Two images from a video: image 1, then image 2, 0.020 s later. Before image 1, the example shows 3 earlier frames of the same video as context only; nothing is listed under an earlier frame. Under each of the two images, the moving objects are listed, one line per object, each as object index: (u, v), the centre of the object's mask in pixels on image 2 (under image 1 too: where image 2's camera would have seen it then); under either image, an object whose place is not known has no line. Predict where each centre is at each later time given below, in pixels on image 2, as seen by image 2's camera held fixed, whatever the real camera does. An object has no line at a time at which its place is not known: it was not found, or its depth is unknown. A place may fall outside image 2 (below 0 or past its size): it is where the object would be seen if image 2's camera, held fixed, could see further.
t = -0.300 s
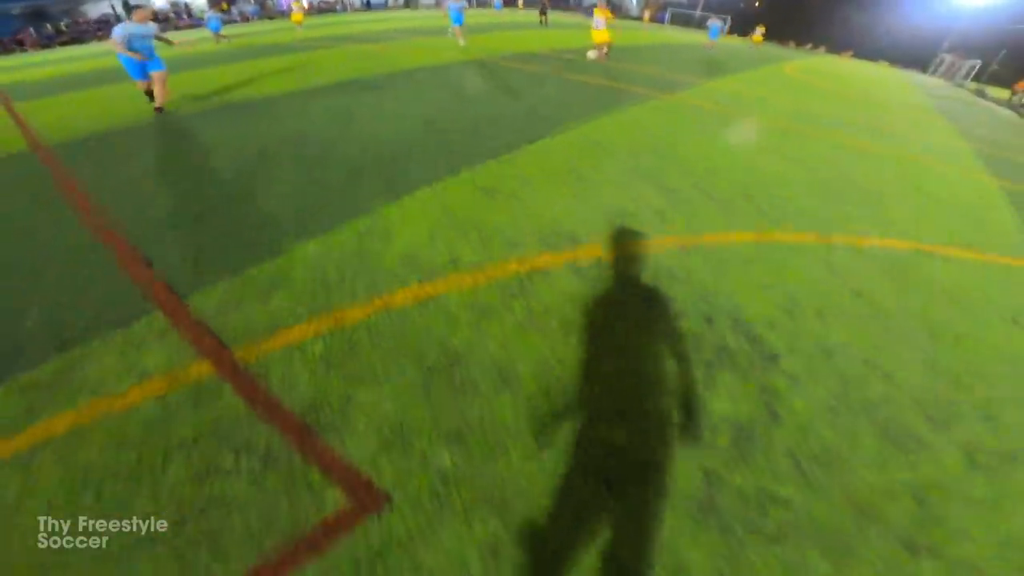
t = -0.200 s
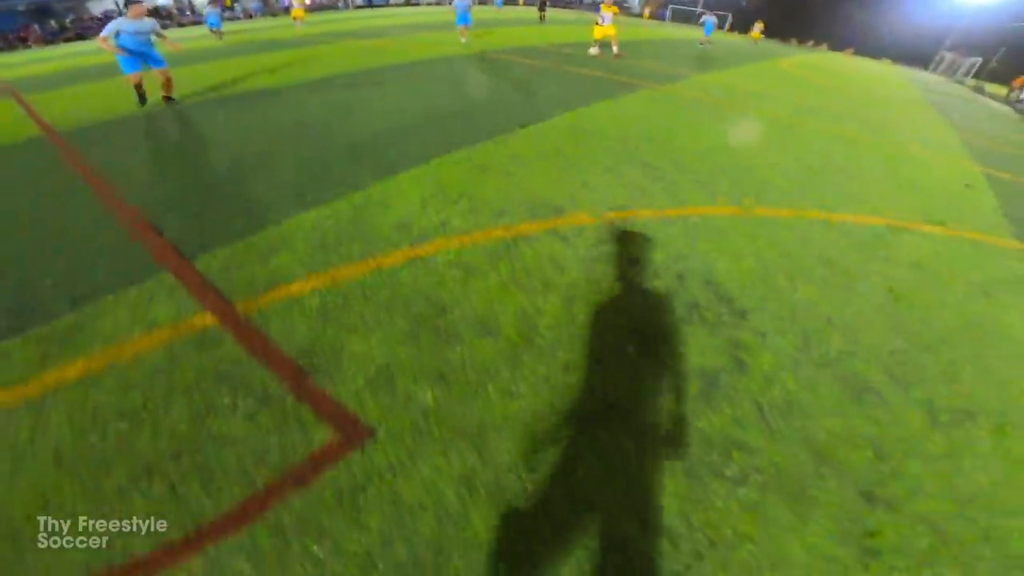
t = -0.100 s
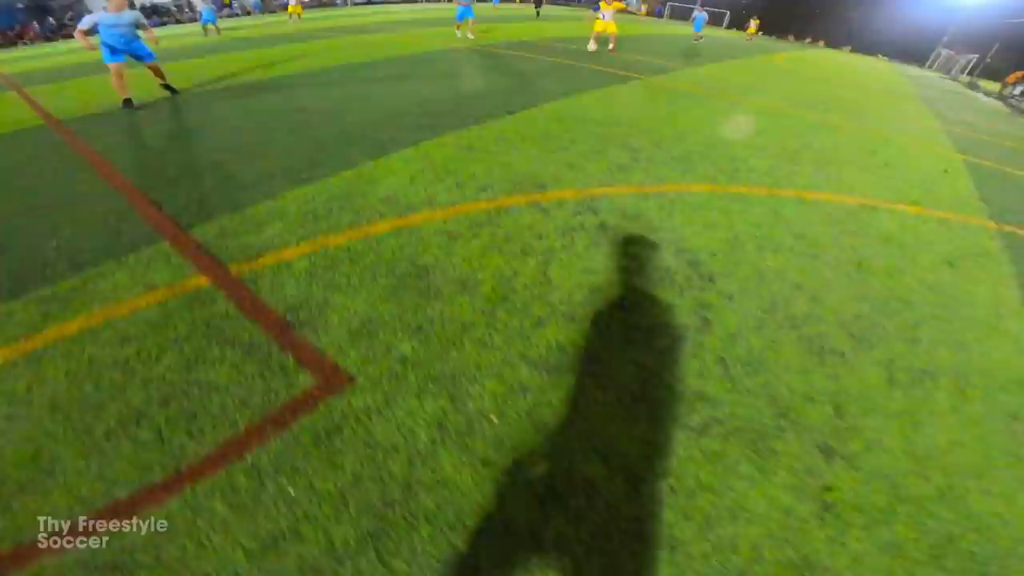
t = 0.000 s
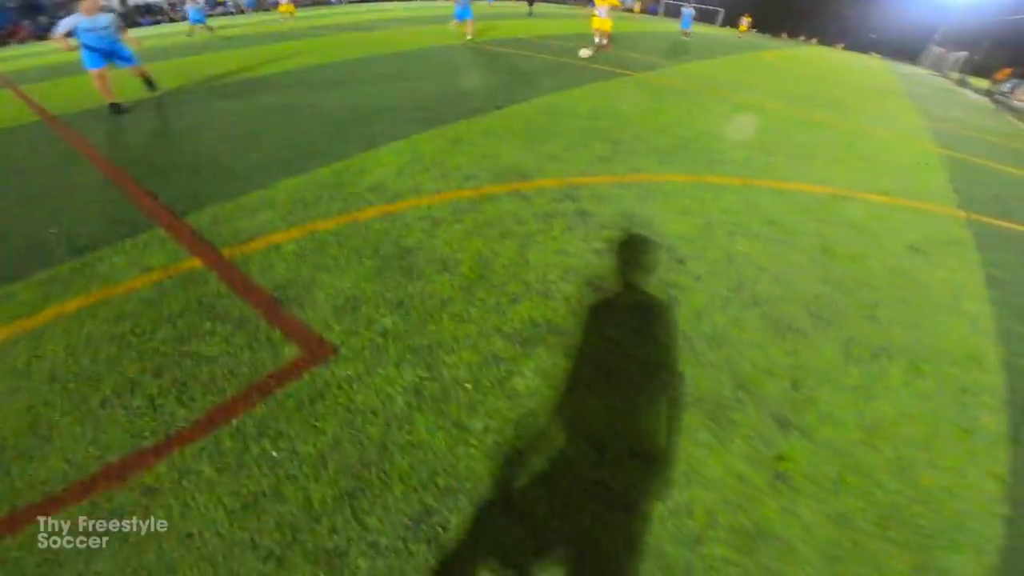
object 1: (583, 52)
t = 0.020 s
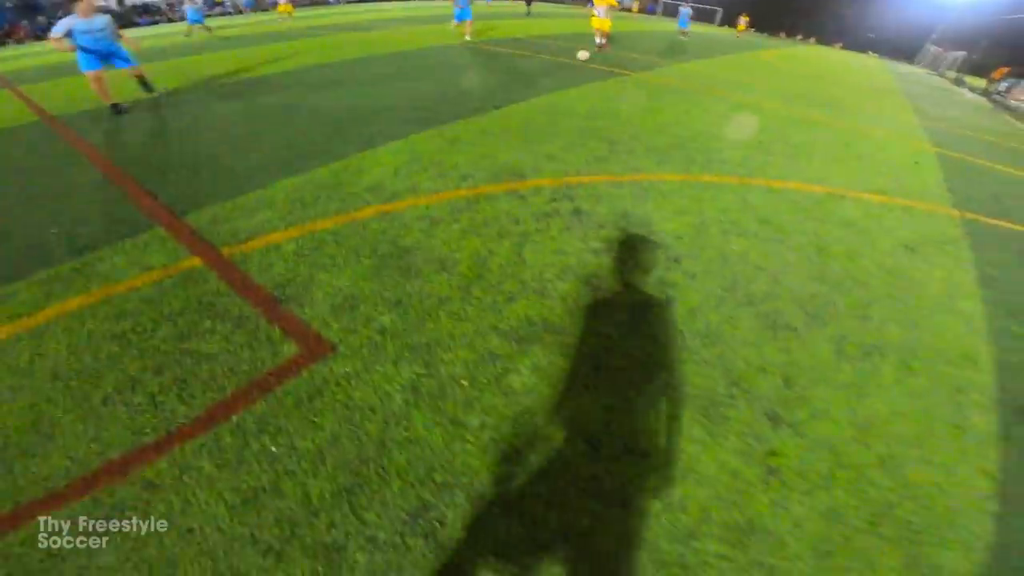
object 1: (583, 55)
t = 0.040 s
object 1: (583, 57)
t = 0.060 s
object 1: (583, 59)
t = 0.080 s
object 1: (584, 62)
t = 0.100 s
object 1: (583, 65)
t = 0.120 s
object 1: (583, 68)
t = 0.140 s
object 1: (584, 70)
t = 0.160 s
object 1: (584, 74)
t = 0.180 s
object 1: (585, 76)
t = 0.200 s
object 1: (585, 80)
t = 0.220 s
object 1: (586, 85)
